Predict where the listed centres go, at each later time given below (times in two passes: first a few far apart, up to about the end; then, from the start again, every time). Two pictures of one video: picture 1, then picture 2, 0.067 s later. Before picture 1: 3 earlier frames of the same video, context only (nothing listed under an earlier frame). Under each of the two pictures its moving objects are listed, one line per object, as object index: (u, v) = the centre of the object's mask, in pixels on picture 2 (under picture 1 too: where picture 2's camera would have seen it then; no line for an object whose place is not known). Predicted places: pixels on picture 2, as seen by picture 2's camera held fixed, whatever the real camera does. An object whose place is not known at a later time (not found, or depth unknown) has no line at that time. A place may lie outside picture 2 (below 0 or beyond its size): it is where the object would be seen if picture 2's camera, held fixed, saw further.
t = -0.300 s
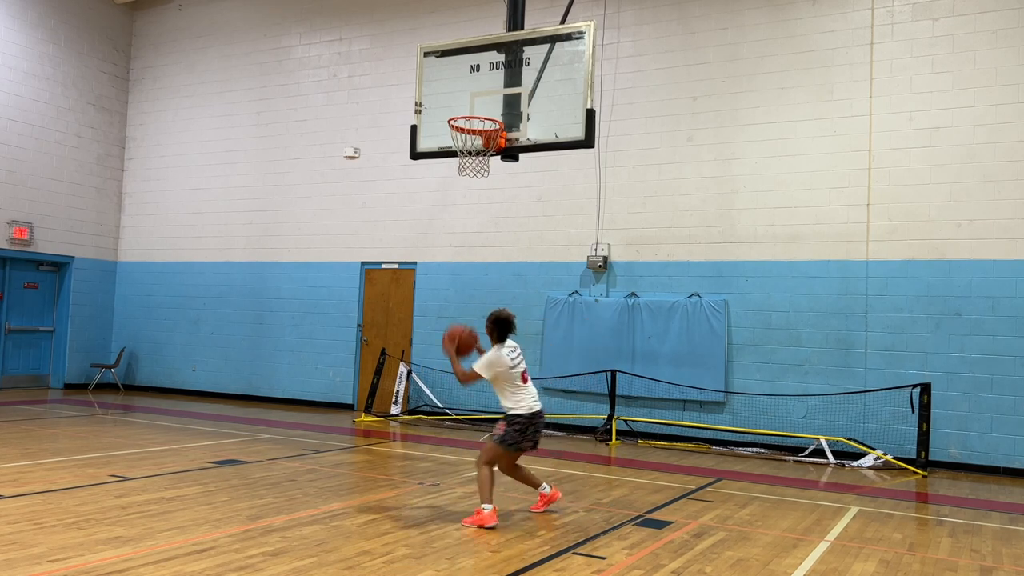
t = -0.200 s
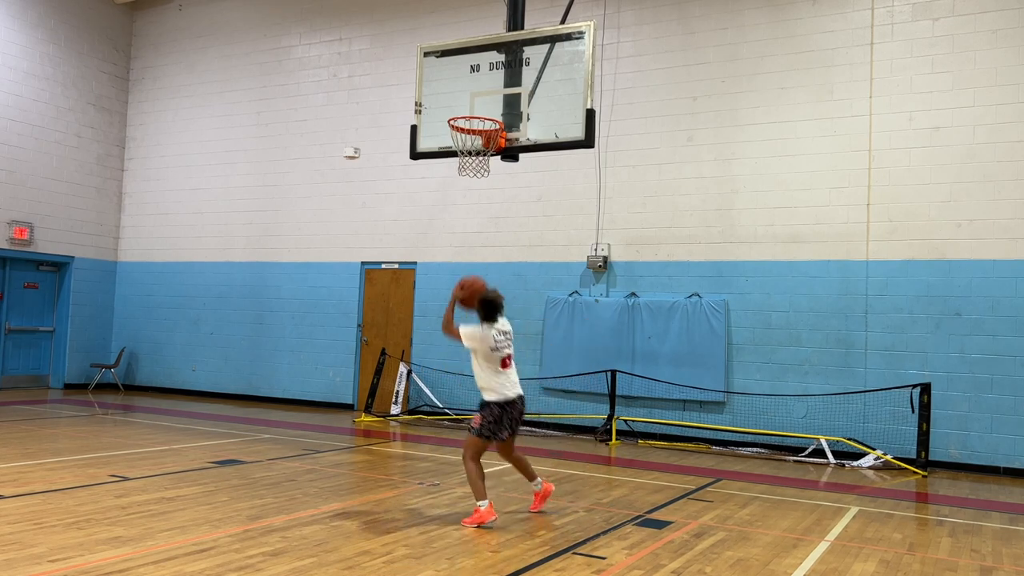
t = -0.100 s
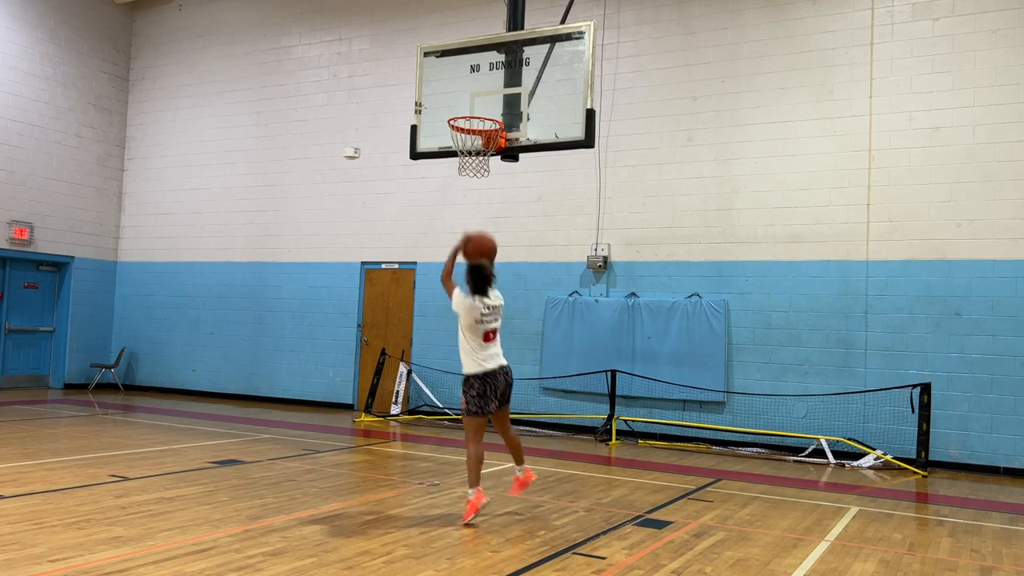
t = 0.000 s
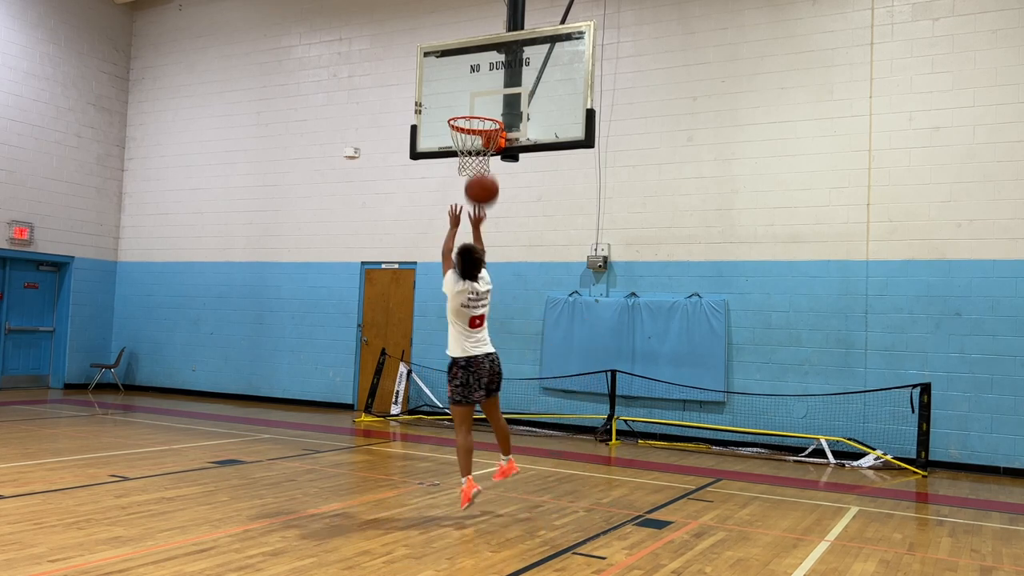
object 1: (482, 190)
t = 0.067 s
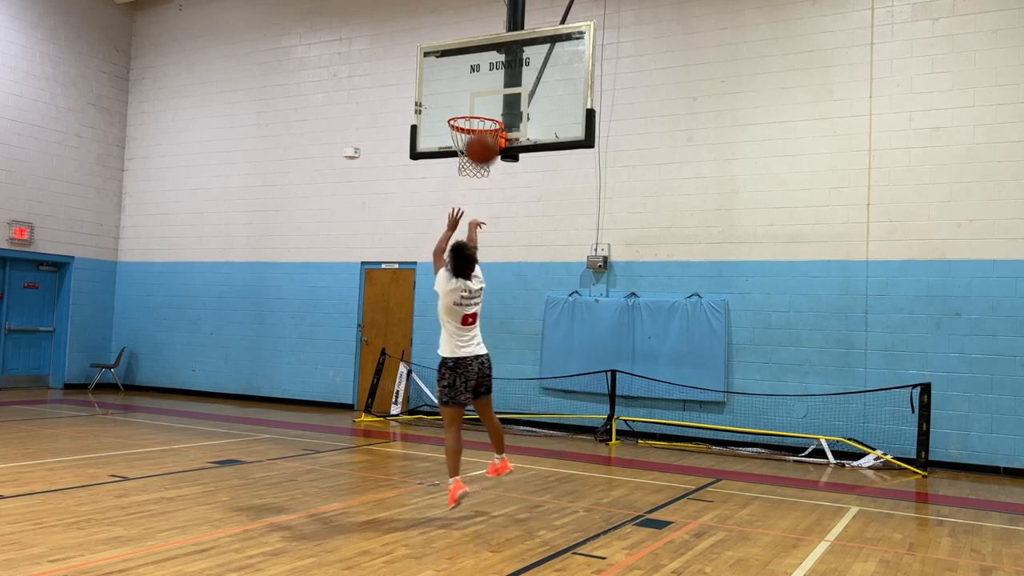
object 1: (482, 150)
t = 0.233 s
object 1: (481, 80)
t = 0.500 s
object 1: (478, 52)
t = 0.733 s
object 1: (472, 96)
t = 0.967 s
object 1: (468, 161)
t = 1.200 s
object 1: (472, 217)
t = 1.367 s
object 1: (472, 293)
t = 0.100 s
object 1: (482, 132)
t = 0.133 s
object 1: (482, 114)
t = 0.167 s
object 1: (482, 101)
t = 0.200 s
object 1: (481, 90)
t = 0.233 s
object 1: (481, 80)
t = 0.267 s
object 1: (481, 71)
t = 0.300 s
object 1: (480, 64)
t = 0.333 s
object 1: (480, 59)
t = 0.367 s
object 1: (479, 55)
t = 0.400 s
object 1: (479, 52)
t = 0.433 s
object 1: (479, 51)
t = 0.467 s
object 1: (478, 51)
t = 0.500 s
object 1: (478, 52)
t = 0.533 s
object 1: (477, 55)
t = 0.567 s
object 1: (476, 58)
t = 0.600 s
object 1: (475, 64)
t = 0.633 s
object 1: (475, 70)
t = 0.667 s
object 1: (474, 78)
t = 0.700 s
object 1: (473, 86)
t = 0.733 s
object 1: (472, 96)
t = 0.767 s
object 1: (472, 106)
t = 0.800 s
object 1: (471, 118)
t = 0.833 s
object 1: (471, 132)
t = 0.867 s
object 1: (469, 144)
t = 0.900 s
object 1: (468, 153)
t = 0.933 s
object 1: (469, 158)
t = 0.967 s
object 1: (468, 161)
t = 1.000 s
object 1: (469, 165)
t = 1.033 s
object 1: (470, 171)
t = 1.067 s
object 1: (470, 178)
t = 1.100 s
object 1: (471, 186)
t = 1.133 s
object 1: (471, 195)
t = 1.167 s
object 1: (471, 205)
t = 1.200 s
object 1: (472, 217)
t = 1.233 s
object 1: (472, 230)
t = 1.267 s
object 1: (472, 244)
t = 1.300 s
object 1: (472, 259)
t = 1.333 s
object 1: (472, 276)
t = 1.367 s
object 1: (472, 293)
